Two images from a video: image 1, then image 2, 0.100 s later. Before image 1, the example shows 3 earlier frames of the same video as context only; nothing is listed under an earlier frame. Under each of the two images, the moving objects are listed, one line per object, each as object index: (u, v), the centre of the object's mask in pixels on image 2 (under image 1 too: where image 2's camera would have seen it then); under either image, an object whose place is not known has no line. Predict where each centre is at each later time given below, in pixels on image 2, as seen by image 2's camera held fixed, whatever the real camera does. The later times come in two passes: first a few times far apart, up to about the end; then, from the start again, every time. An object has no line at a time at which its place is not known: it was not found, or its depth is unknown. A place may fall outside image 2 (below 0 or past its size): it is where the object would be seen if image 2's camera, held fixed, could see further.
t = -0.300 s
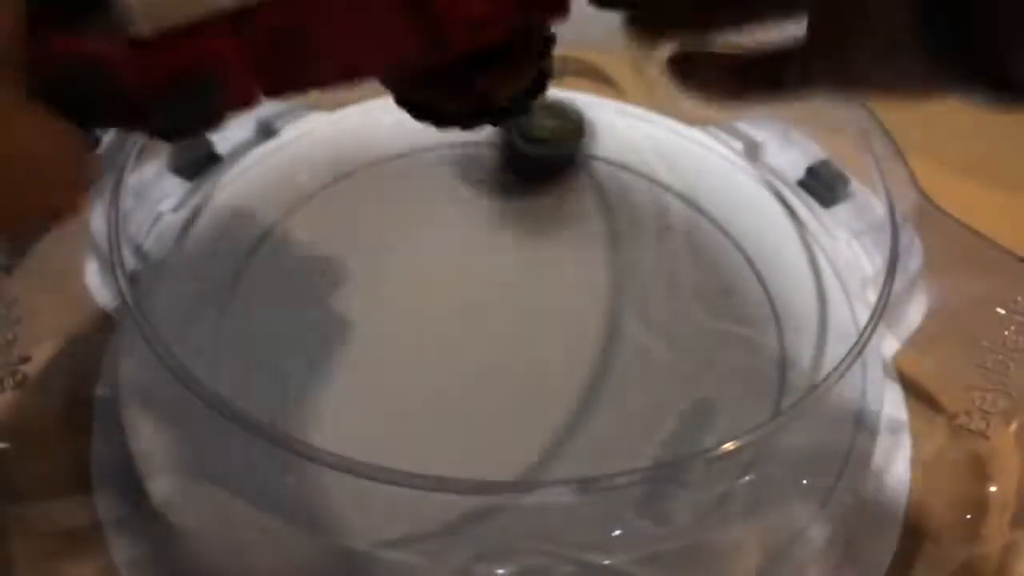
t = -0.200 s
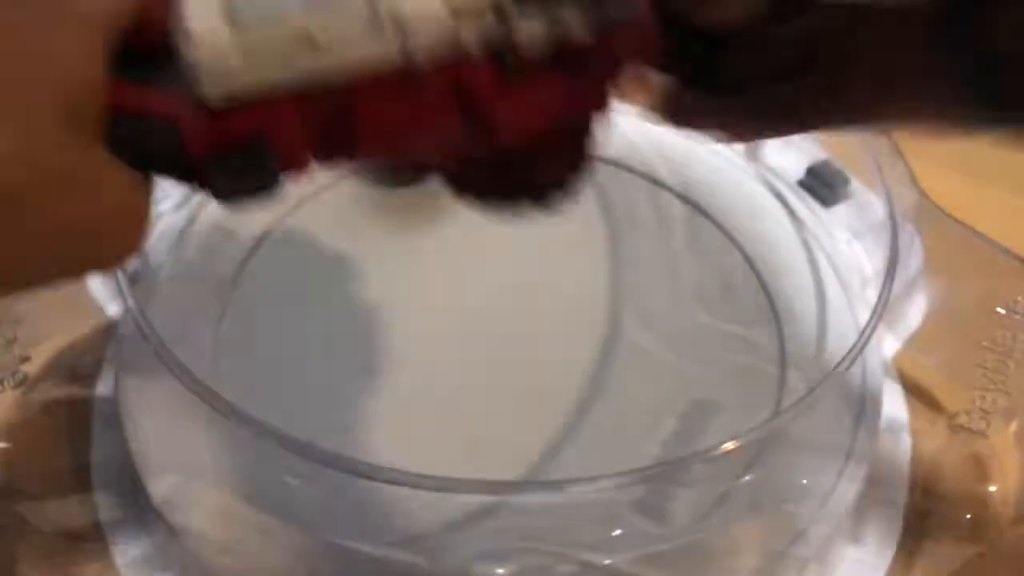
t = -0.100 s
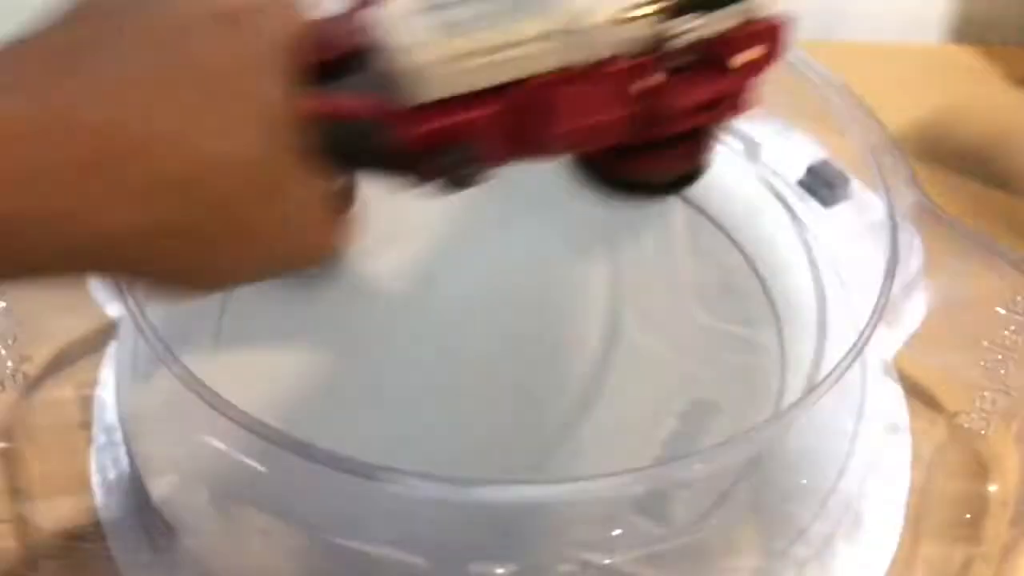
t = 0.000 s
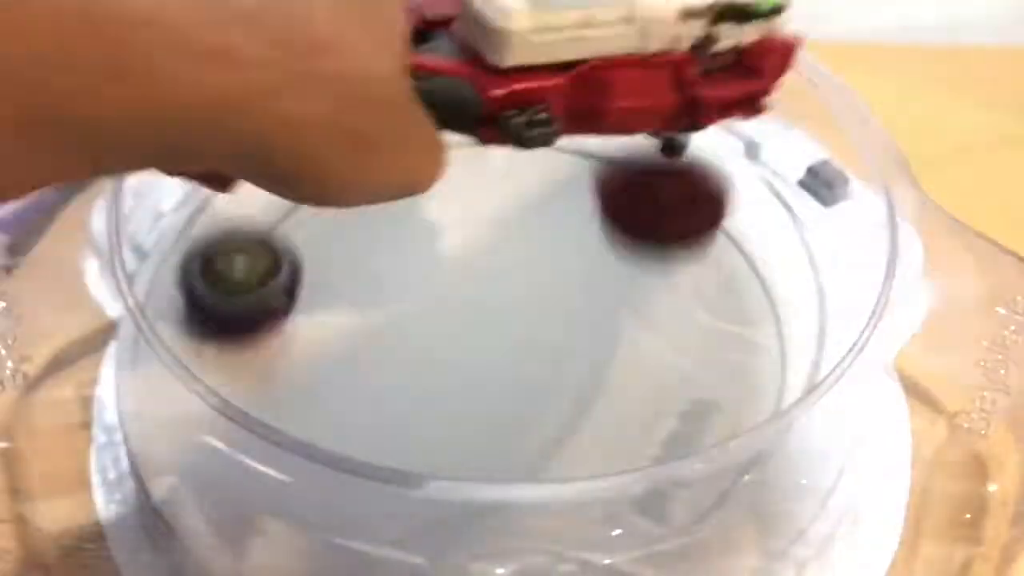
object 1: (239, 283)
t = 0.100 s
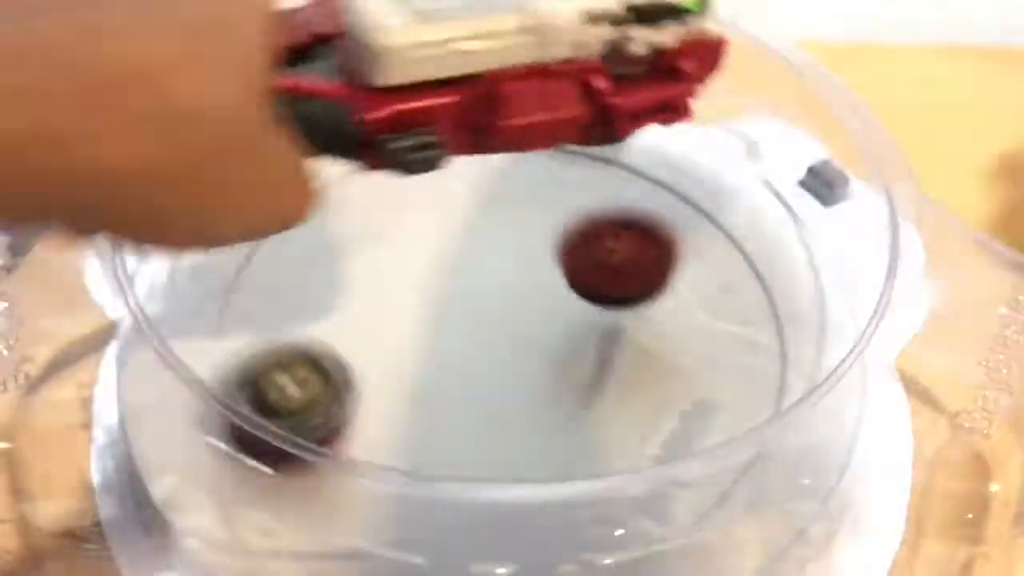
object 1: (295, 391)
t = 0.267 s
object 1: (556, 474)
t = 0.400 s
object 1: (722, 362)
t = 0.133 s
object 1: (328, 436)
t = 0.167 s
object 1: (374, 463)
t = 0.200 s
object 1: (436, 478)
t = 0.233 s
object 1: (499, 481)
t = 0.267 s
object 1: (556, 474)
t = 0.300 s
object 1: (614, 457)
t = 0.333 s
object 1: (656, 420)
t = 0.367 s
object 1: (693, 398)
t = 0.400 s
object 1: (722, 362)
